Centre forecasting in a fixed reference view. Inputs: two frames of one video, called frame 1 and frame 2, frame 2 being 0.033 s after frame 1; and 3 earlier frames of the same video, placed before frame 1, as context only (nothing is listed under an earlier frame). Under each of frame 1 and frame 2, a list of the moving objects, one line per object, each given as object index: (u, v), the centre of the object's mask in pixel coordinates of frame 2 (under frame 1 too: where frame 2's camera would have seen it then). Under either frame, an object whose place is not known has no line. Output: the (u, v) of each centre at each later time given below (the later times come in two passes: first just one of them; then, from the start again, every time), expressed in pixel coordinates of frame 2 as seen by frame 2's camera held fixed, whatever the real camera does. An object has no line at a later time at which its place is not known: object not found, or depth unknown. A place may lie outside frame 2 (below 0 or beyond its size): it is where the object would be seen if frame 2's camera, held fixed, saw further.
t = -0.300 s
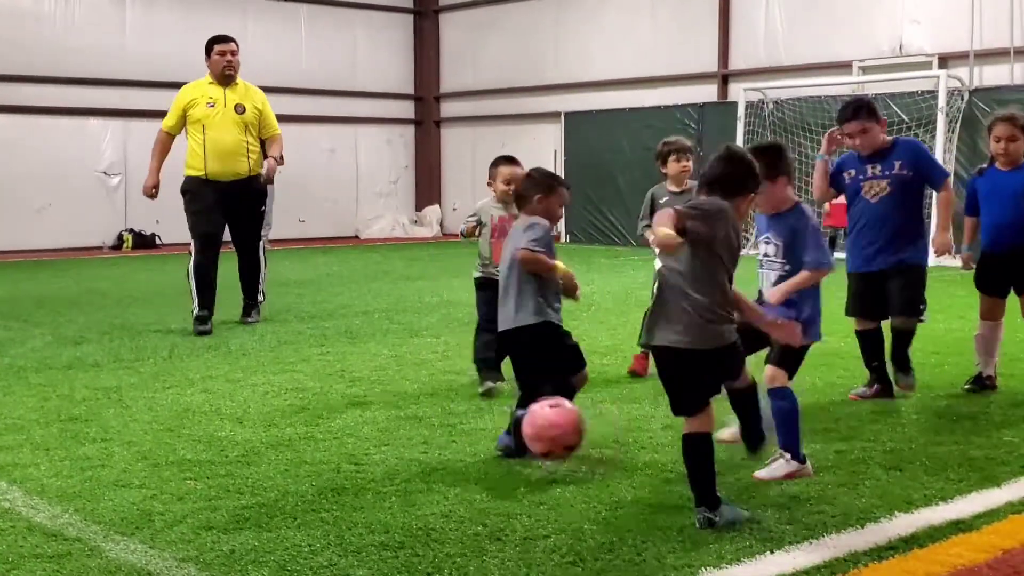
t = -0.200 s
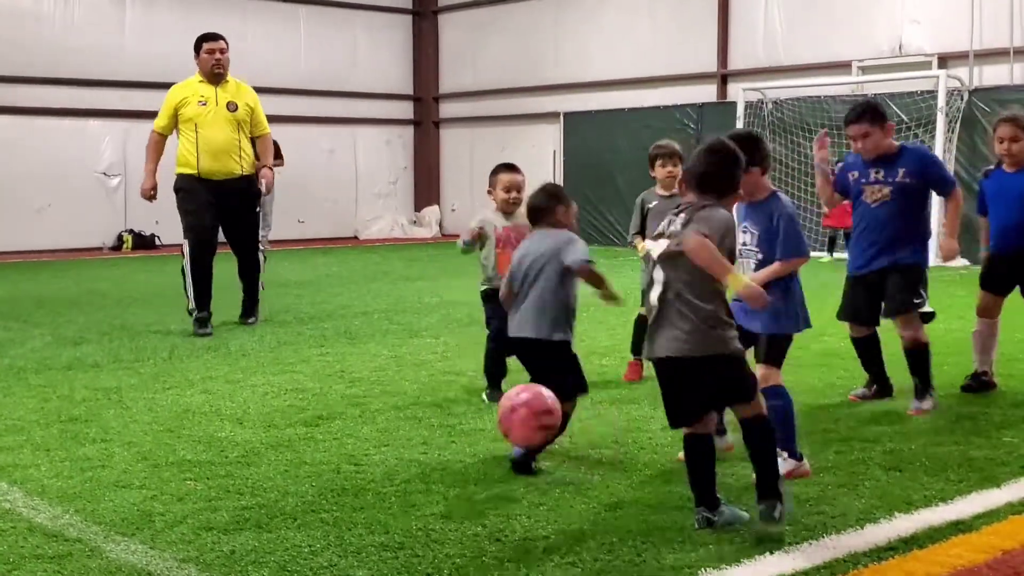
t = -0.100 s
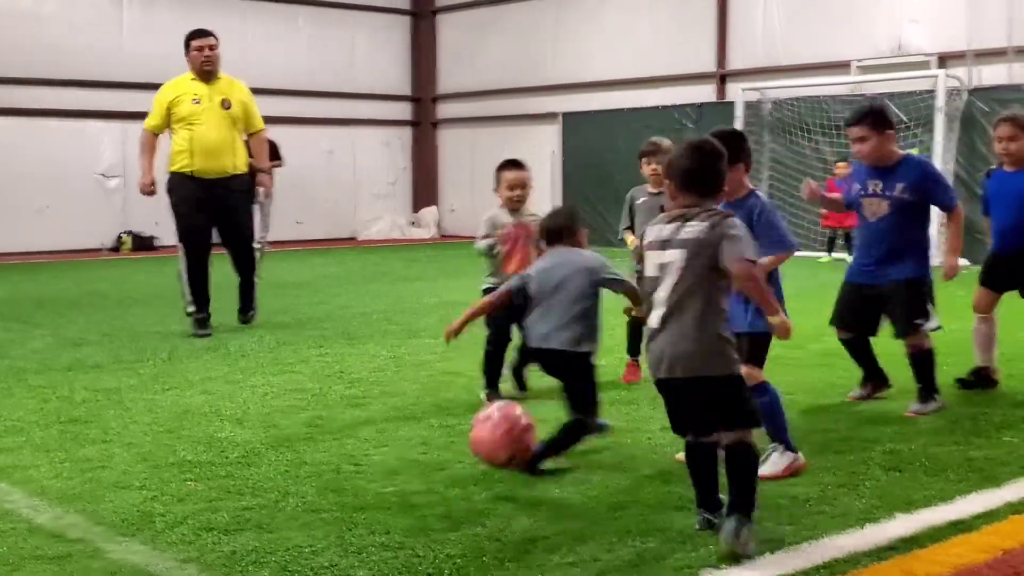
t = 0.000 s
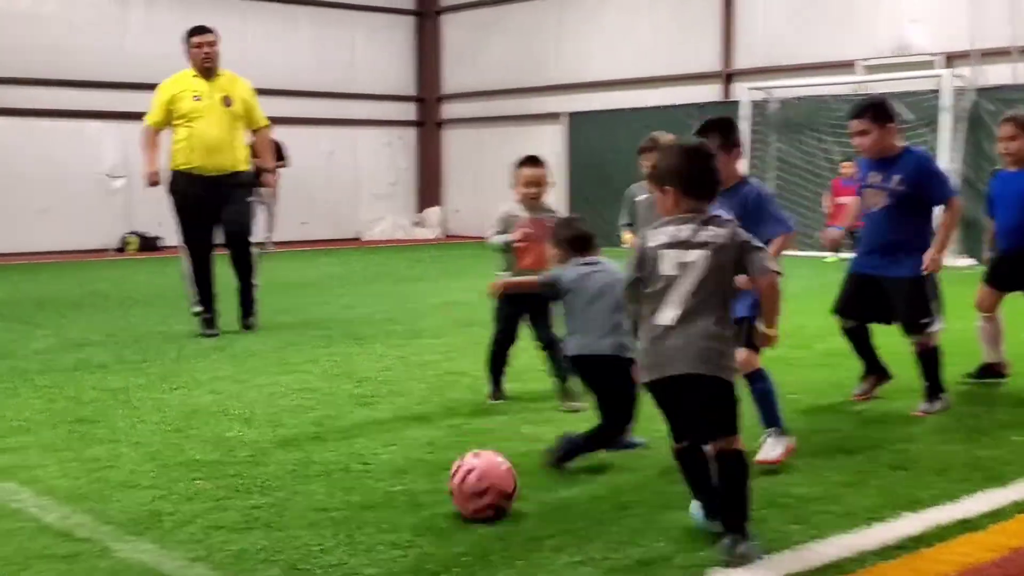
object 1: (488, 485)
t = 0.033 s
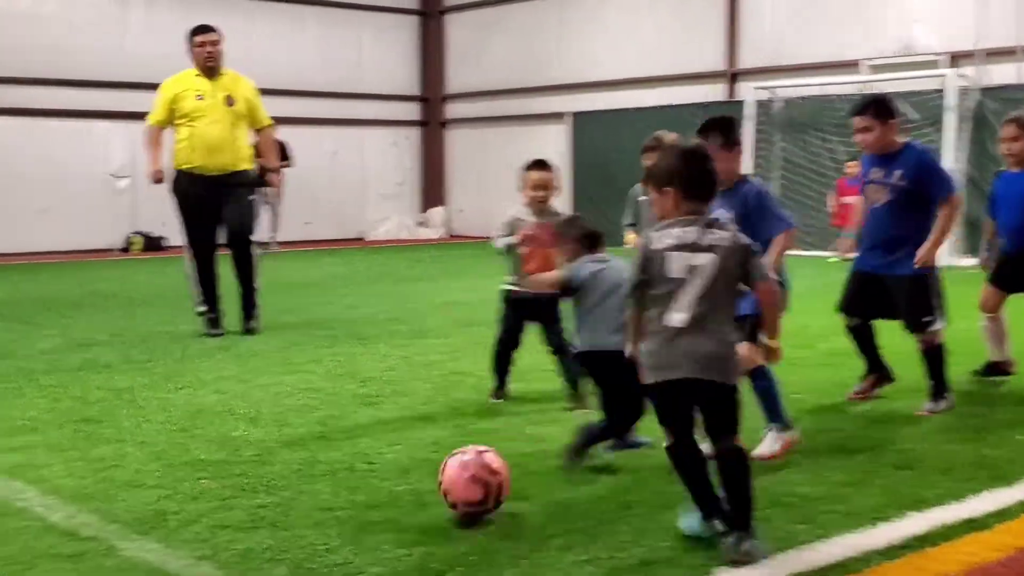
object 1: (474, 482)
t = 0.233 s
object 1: (383, 518)
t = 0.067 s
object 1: (459, 481)
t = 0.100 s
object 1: (444, 484)
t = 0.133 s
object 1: (430, 492)
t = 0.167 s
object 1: (415, 503)
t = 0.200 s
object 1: (399, 514)
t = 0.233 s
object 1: (383, 518)
